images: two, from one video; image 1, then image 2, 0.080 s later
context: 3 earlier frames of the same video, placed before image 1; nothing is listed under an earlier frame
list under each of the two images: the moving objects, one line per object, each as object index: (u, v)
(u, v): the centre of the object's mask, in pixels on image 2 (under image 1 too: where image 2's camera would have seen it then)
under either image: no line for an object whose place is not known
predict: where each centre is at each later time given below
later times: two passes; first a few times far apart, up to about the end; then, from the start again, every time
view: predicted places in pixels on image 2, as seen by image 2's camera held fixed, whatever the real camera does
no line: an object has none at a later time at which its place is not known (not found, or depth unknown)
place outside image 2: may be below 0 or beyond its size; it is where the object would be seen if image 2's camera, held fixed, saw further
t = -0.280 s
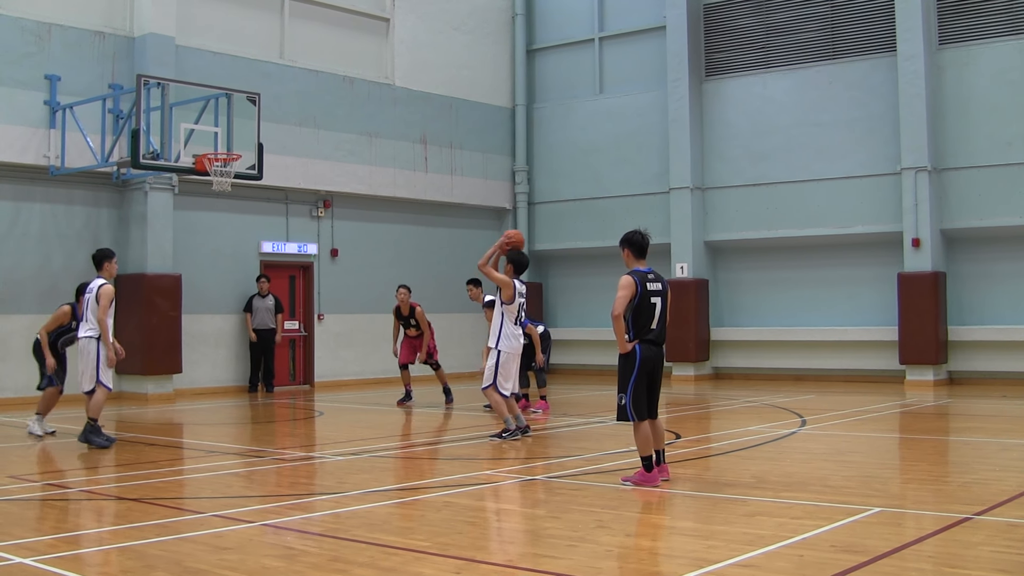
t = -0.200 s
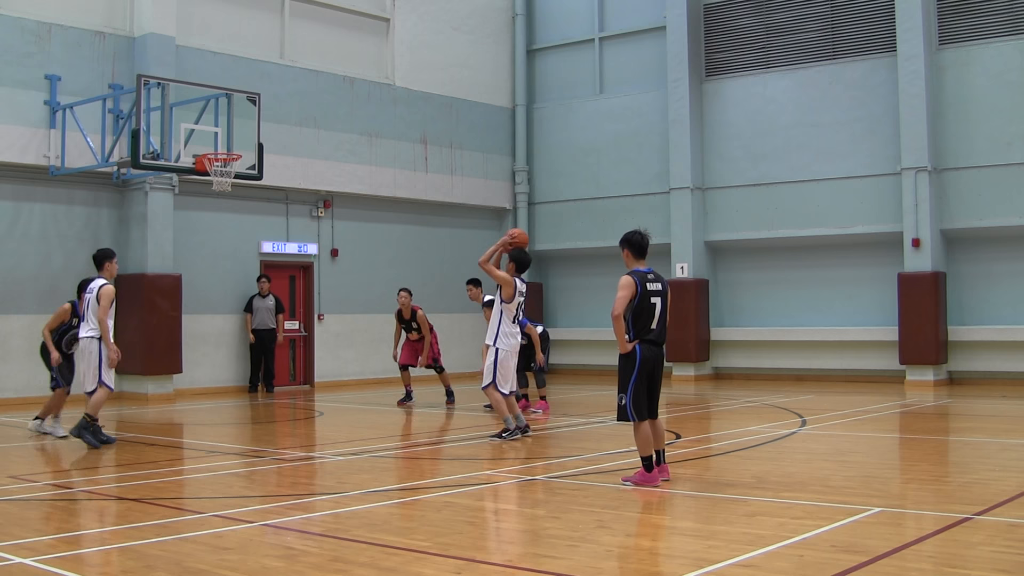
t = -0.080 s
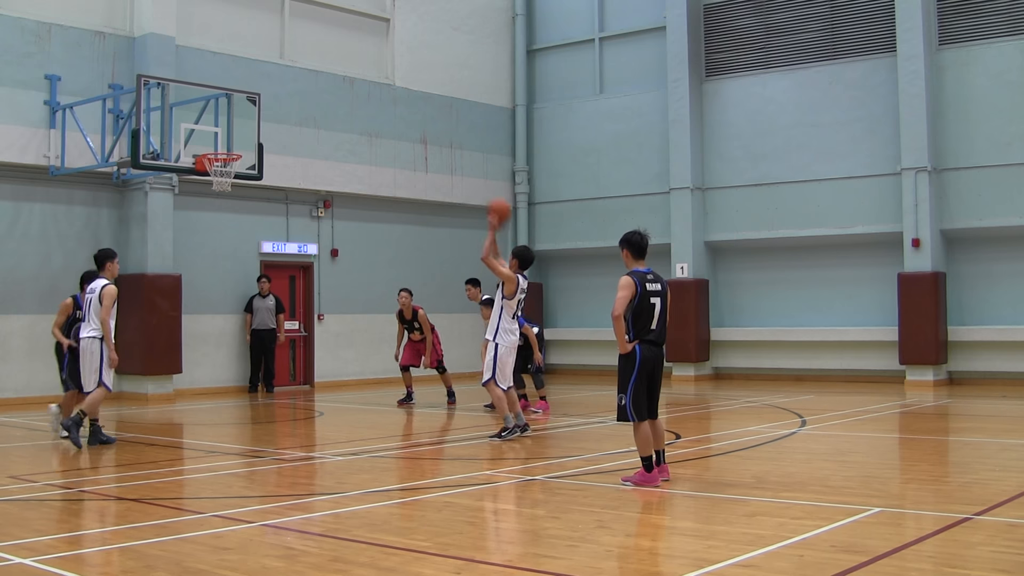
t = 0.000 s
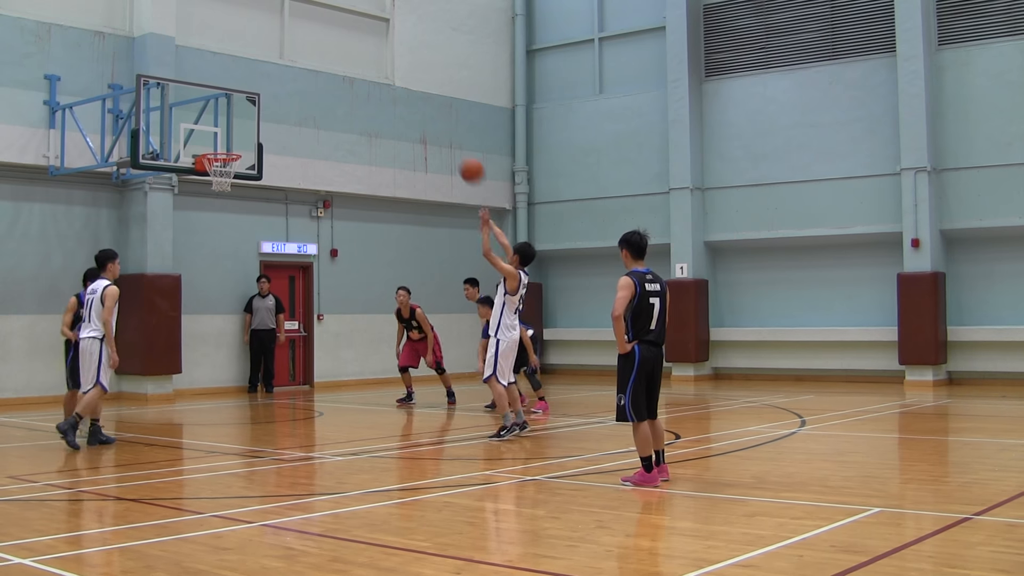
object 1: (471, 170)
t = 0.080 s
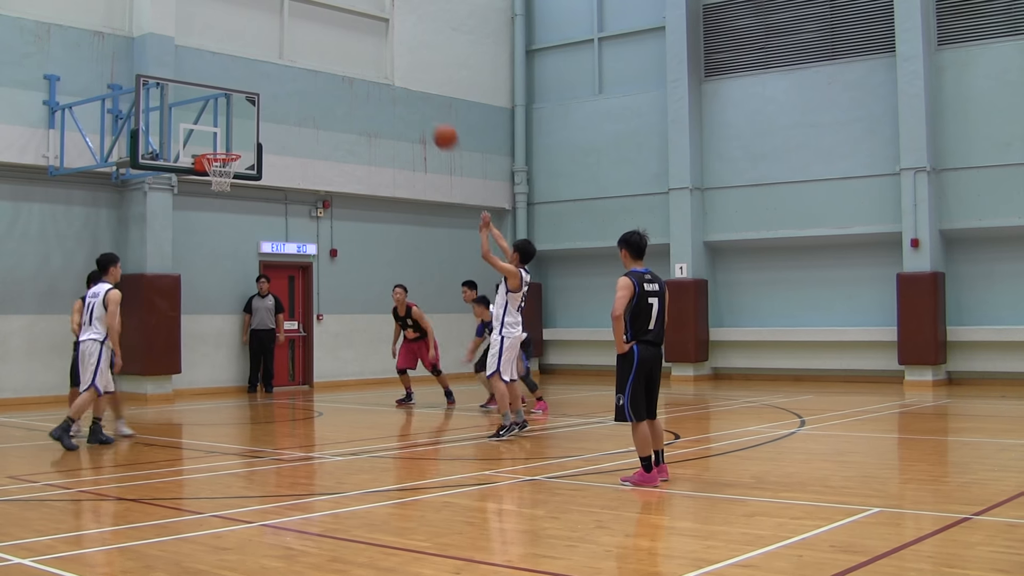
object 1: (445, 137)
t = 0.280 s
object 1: (385, 84)
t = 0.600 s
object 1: (303, 80)
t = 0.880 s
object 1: (239, 144)
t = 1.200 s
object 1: (231, 125)
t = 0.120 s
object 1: (432, 123)
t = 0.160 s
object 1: (420, 111)
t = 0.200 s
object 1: (408, 100)
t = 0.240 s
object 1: (397, 92)
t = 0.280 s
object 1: (385, 84)
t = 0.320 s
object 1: (374, 79)
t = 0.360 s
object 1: (364, 75)
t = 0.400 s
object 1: (353, 72)
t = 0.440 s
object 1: (343, 71)
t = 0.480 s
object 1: (332, 71)
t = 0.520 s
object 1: (322, 73)
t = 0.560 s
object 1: (313, 76)
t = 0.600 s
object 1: (303, 80)
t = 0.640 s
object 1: (293, 86)
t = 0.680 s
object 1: (284, 93)
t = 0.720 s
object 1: (275, 101)
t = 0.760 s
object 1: (266, 110)
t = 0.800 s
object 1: (256, 121)
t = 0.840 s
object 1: (248, 132)
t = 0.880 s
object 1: (239, 144)
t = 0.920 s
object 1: (237, 141)
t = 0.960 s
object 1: (237, 135)
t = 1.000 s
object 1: (236, 130)
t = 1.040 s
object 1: (235, 126)
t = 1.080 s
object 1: (234, 124)
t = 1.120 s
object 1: (233, 123)
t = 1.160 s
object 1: (232, 124)
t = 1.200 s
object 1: (231, 125)
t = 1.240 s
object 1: (230, 128)
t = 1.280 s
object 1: (229, 133)
